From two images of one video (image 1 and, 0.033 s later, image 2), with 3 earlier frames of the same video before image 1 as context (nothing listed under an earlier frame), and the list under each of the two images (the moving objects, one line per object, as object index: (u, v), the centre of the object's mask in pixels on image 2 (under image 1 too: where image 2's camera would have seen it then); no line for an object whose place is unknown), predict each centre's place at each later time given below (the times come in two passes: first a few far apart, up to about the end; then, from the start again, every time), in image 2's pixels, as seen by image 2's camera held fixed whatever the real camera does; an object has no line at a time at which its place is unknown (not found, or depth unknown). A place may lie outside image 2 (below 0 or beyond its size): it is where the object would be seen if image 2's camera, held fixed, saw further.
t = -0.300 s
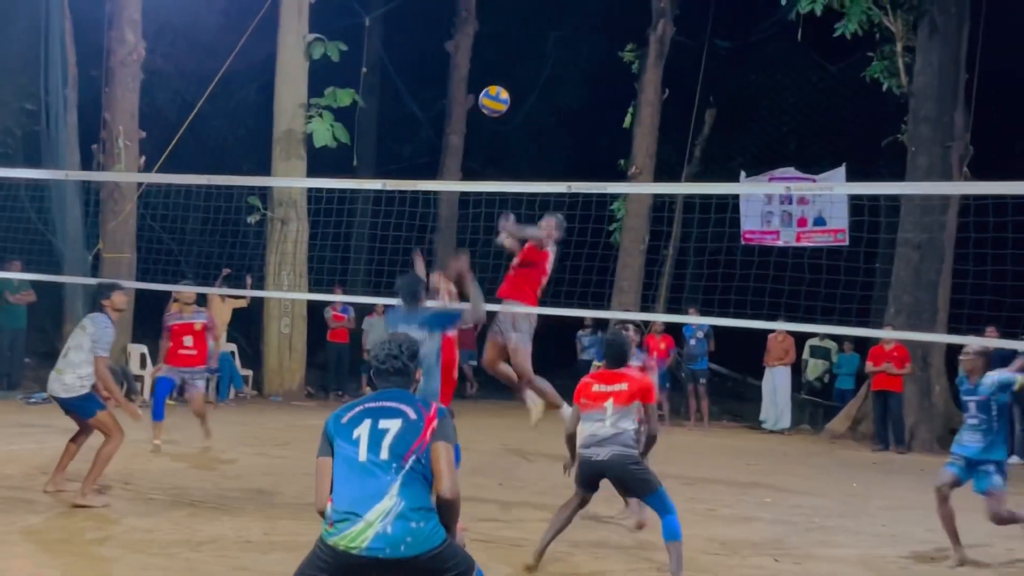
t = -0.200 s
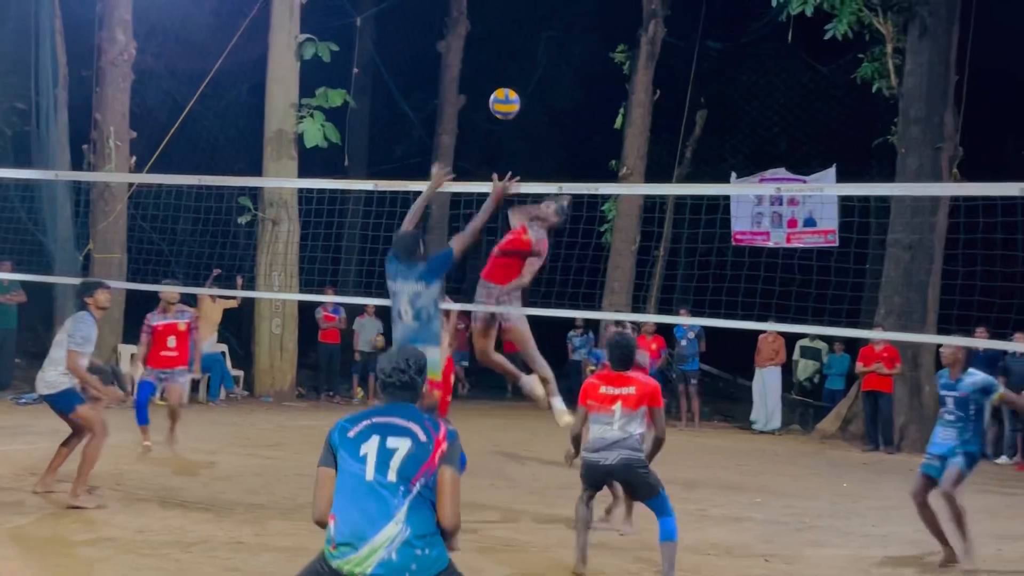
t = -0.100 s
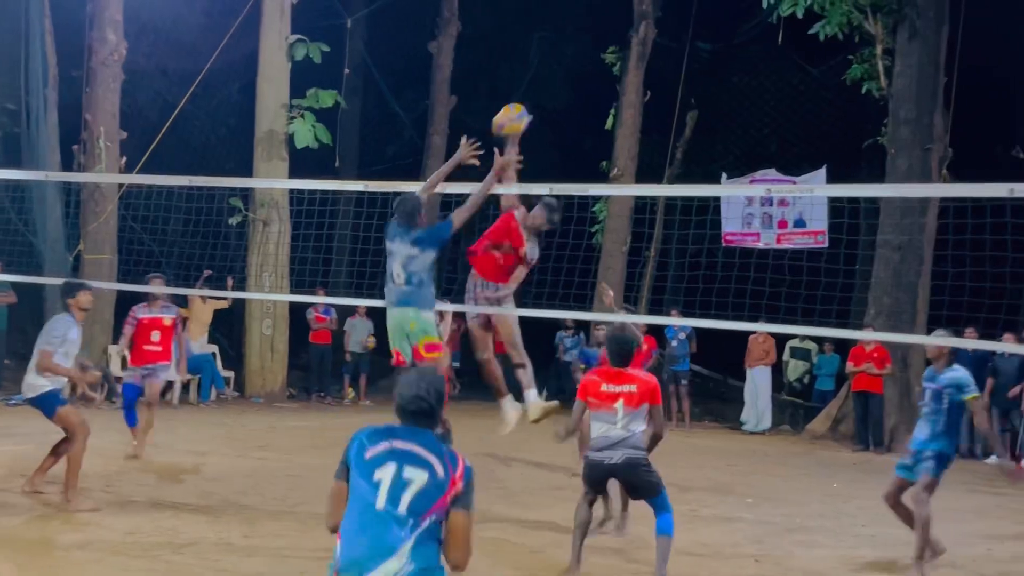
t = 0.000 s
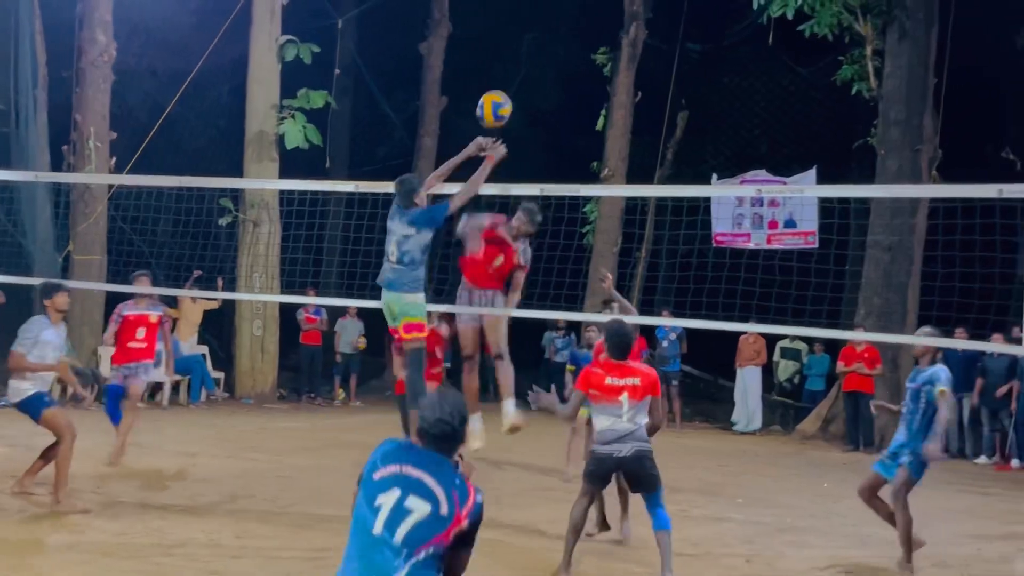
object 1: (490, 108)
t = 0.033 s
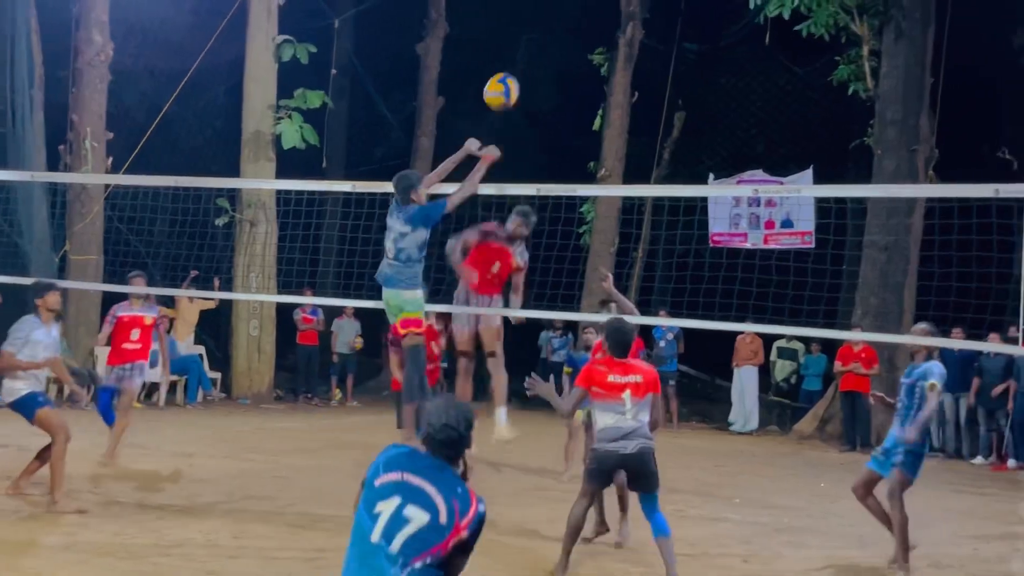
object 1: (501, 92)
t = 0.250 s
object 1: (574, 17)
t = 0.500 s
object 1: (663, 24)
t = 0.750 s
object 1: (761, 162)
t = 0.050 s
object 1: (506, 84)
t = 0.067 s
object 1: (512, 76)
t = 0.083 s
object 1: (517, 69)
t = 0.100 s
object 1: (523, 63)
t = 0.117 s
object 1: (529, 56)
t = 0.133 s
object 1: (534, 49)
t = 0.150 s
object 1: (540, 43)
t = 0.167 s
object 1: (545, 37)
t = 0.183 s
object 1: (551, 32)
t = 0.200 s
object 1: (556, 27)
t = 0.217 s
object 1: (562, 24)
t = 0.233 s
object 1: (568, 20)
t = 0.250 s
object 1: (574, 17)
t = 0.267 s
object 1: (579, 16)
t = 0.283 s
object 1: (585, 14)
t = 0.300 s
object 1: (591, 13)
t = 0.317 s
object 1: (596, 12)
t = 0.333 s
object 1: (601, 12)
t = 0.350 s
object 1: (609, 11)
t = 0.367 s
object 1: (614, 12)
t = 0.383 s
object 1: (621, 12)
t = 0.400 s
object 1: (627, 12)
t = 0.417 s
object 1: (625, 13)
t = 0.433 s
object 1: (639, 13)
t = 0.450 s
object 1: (645, 16)
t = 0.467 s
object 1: (650, 16)
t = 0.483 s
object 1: (657, 19)
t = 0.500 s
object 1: (663, 24)
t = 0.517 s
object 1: (669, 27)
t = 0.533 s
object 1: (676, 34)
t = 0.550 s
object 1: (682, 38)
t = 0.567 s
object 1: (689, 45)
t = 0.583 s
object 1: (695, 52)
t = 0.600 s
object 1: (701, 60)
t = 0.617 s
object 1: (708, 69)
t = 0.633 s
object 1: (715, 81)
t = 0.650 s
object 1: (721, 90)
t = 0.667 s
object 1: (728, 100)
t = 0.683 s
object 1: (735, 112)
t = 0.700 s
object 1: (742, 123)
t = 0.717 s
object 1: (748, 136)
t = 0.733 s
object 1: (754, 147)
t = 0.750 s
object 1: (761, 162)
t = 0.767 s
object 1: (768, 177)
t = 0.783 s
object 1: (776, 194)
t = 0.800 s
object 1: (781, 211)
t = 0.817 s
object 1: (789, 232)
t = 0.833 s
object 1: (797, 249)
